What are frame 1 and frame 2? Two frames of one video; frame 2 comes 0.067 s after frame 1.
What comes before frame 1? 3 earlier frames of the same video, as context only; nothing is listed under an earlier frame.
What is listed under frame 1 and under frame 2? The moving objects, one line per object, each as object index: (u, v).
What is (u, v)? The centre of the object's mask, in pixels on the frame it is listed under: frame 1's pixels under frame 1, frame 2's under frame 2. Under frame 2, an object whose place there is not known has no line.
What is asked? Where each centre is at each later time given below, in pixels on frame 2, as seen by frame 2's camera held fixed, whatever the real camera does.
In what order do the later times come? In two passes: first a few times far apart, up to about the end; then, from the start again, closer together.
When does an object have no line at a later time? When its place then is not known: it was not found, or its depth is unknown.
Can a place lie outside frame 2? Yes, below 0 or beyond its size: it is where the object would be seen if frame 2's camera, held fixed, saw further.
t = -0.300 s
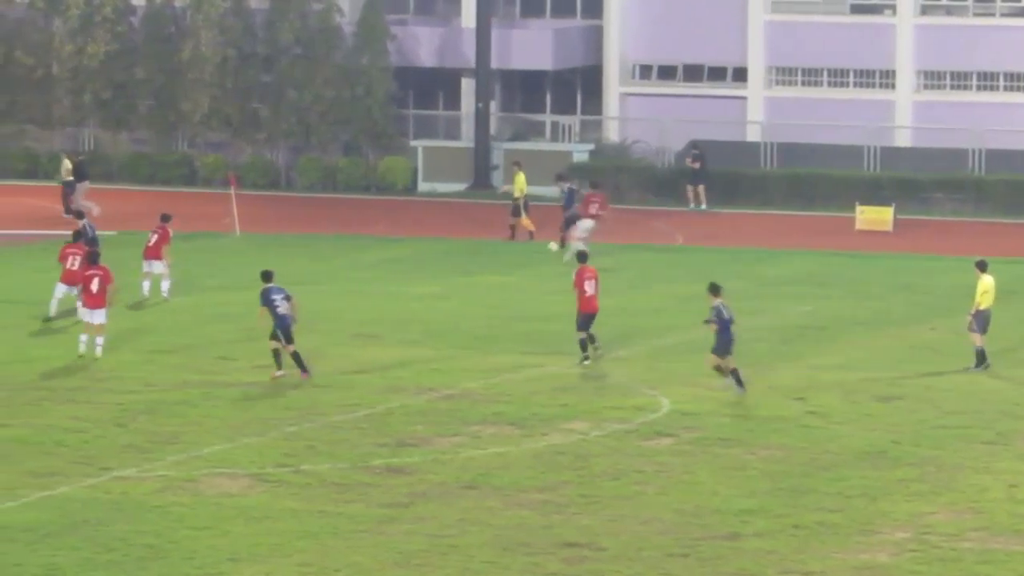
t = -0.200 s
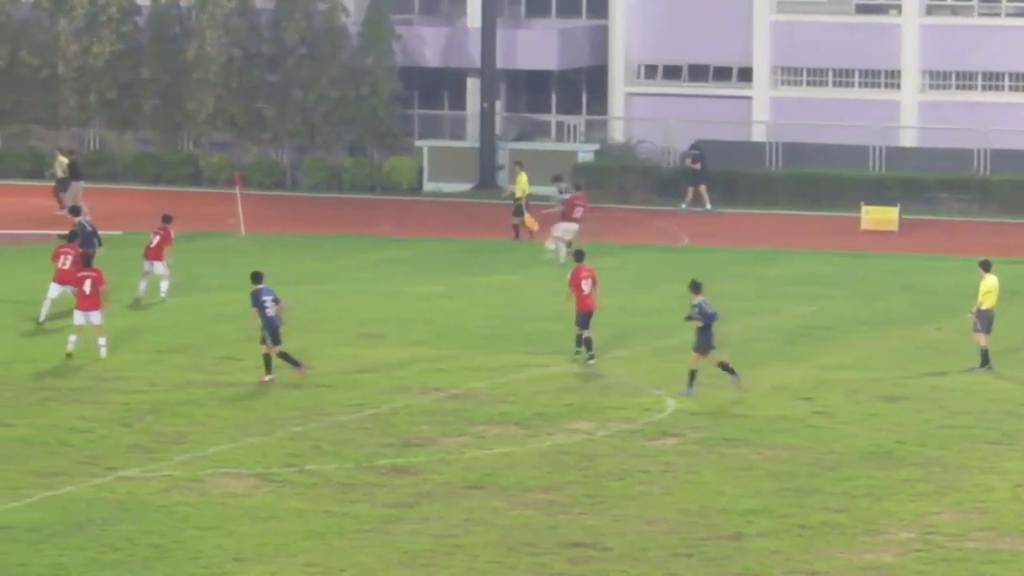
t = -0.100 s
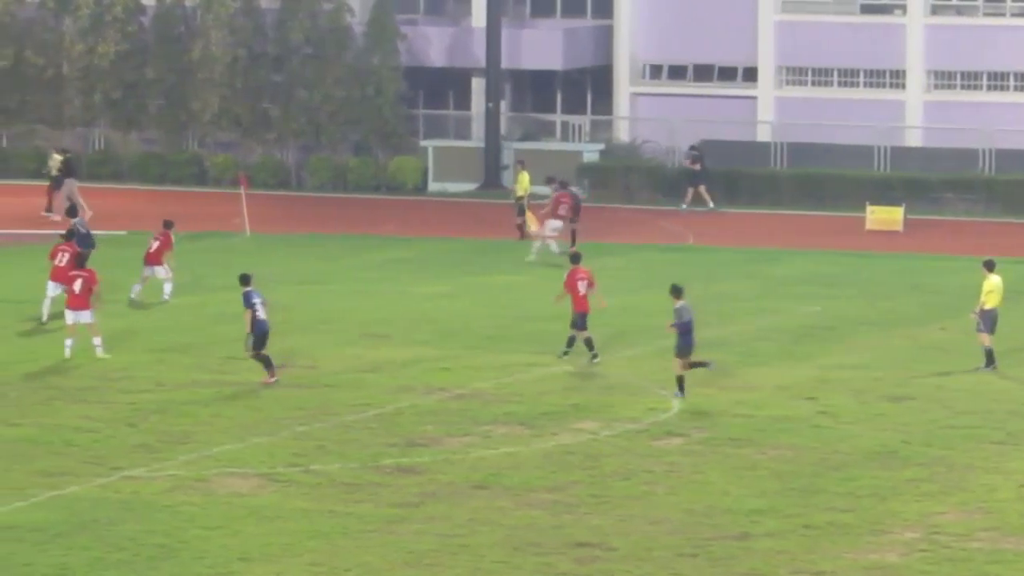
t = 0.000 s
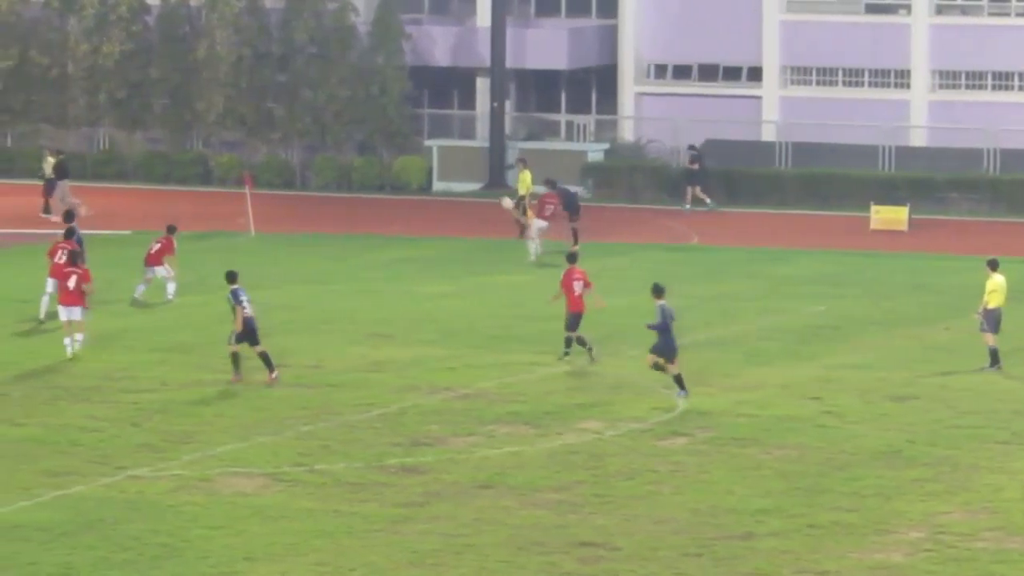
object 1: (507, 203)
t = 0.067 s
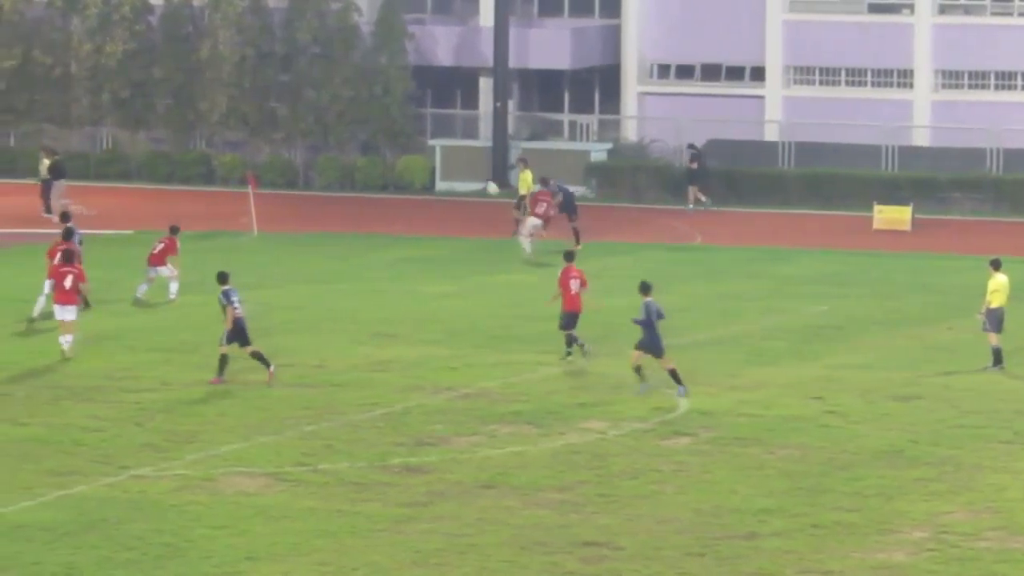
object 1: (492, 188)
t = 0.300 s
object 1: (436, 153)
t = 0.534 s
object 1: (388, 145)
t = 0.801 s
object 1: (345, 168)
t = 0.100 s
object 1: (483, 182)
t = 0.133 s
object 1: (475, 176)
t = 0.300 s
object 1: (436, 153)
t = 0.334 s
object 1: (428, 151)
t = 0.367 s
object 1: (420, 148)
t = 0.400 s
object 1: (413, 147)
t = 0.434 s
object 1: (407, 145)
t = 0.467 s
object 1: (401, 145)
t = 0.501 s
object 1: (394, 145)
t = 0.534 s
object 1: (388, 145)
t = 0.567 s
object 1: (382, 146)
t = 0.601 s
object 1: (376, 147)
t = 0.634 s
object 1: (370, 149)
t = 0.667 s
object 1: (366, 151)
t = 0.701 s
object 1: (360, 155)
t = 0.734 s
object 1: (355, 159)
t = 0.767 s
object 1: (350, 163)
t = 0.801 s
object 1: (345, 168)
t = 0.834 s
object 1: (341, 173)
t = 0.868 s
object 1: (337, 180)
